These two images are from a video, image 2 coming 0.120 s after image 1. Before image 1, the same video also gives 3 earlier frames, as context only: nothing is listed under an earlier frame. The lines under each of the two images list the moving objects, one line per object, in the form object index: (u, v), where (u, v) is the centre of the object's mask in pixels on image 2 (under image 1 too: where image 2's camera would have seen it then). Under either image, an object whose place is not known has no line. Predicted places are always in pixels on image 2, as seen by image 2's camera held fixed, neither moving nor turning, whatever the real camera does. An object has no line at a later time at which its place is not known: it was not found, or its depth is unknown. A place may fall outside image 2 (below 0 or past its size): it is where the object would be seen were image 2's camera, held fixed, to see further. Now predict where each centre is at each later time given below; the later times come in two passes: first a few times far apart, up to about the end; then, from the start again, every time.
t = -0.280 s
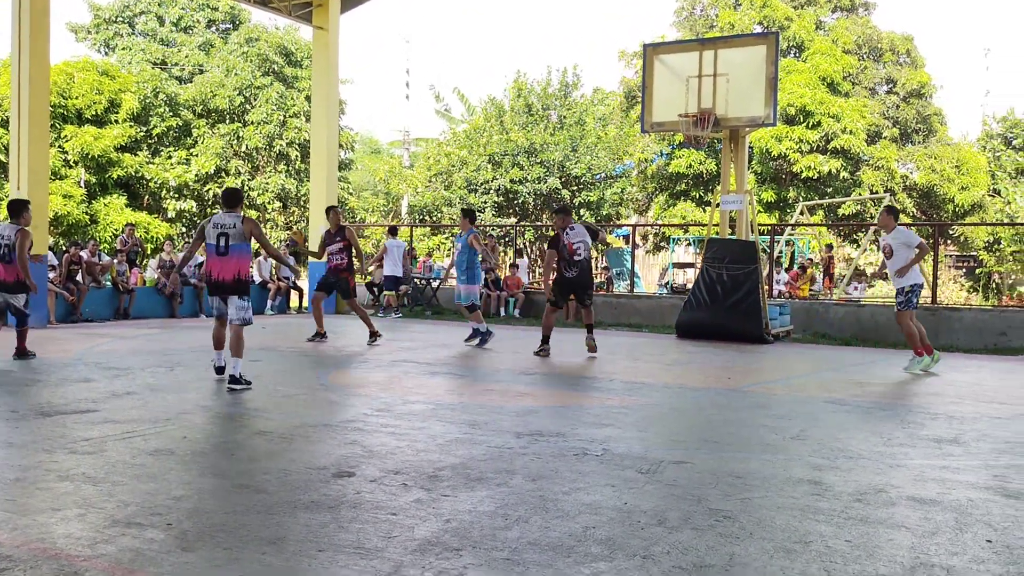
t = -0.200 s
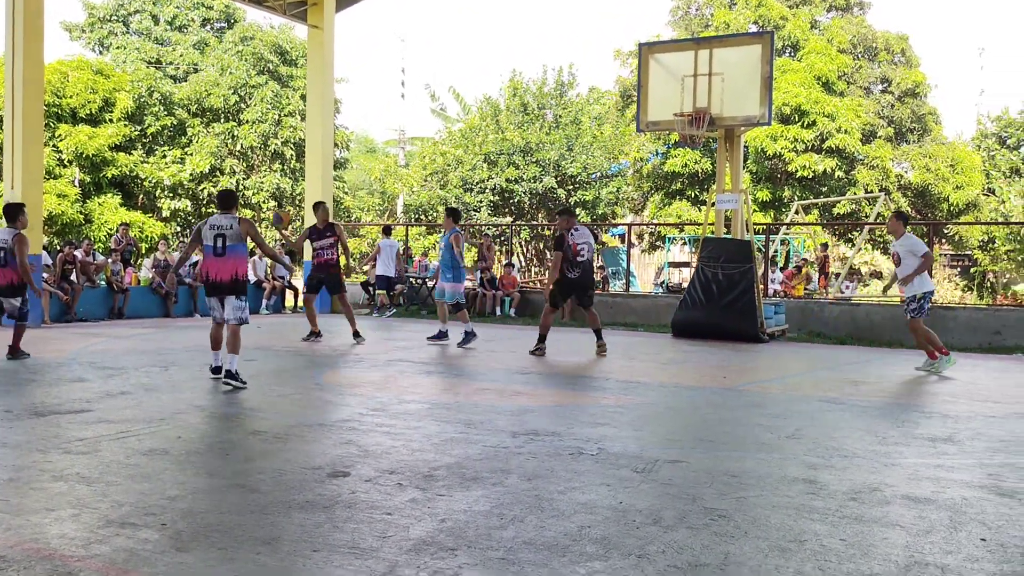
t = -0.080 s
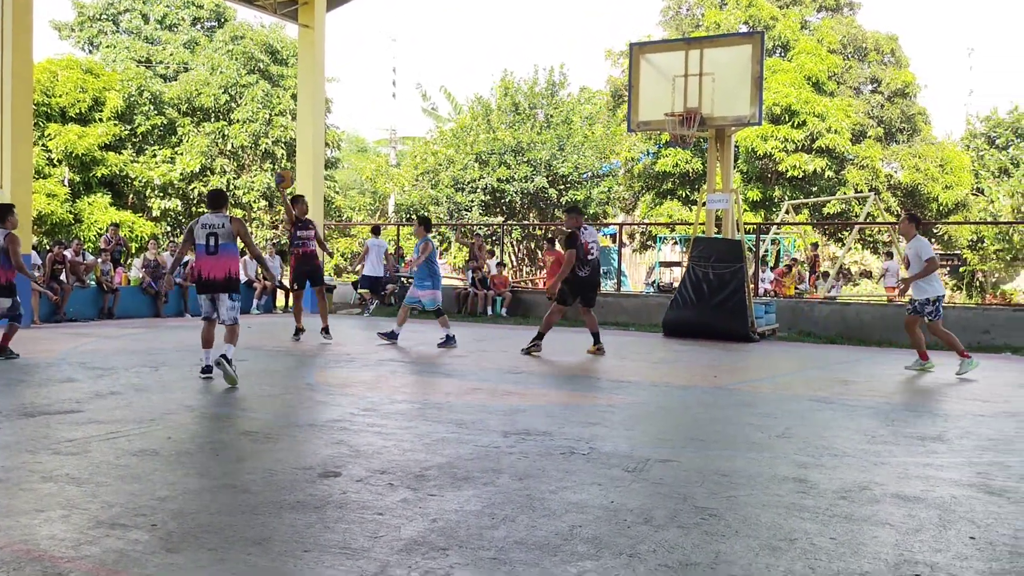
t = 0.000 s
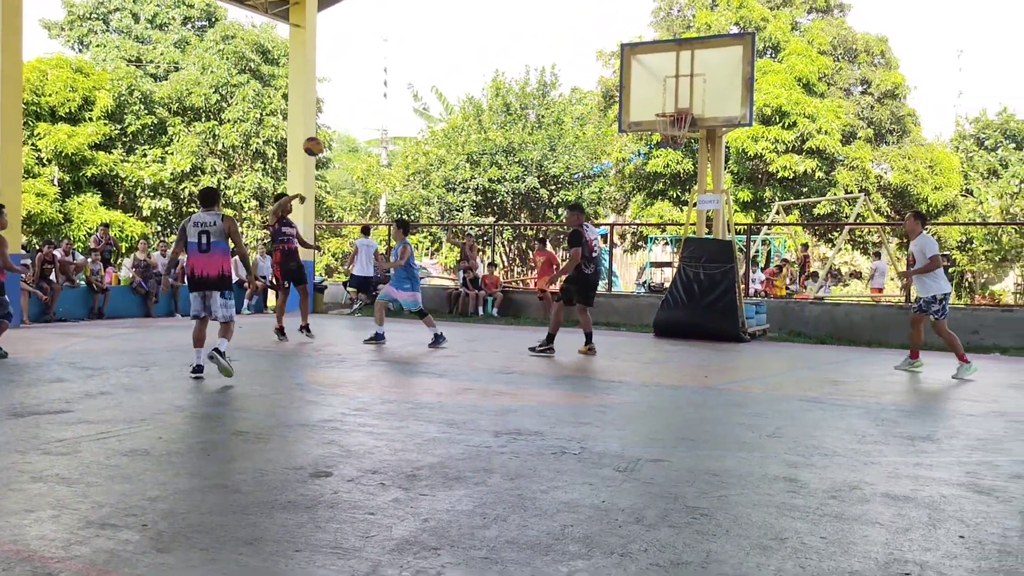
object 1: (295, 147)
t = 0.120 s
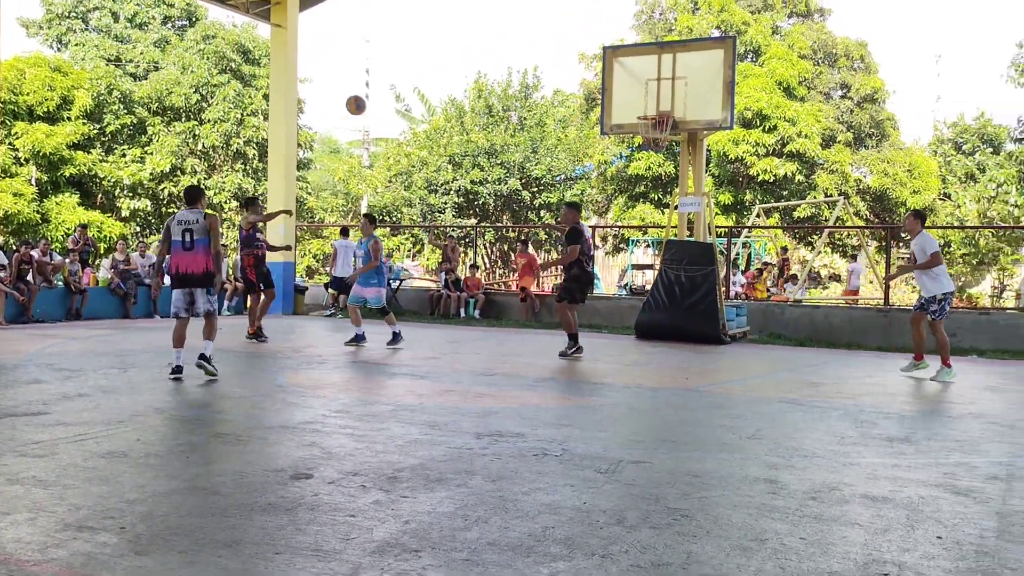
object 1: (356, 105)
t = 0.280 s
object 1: (442, 64)
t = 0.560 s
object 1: (611, 39)
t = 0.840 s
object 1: (808, 94)
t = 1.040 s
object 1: (974, 193)
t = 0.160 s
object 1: (376, 93)
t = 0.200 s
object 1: (398, 82)
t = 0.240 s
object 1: (420, 73)
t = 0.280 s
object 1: (442, 64)
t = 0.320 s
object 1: (465, 56)
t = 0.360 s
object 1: (488, 50)
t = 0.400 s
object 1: (511, 45)
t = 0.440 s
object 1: (535, 41)
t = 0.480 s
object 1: (560, 39)
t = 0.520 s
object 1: (585, 38)
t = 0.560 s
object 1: (611, 39)
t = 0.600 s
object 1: (638, 41)
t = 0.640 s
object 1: (665, 45)
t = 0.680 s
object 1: (692, 52)
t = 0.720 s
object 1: (721, 59)
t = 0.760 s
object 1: (748, 68)
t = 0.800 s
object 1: (778, 80)
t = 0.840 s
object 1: (808, 94)
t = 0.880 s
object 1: (839, 109)
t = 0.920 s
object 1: (871, 127)
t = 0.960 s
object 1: (904, 147)
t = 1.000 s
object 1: (939, 169)
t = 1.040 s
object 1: (974, 193)
